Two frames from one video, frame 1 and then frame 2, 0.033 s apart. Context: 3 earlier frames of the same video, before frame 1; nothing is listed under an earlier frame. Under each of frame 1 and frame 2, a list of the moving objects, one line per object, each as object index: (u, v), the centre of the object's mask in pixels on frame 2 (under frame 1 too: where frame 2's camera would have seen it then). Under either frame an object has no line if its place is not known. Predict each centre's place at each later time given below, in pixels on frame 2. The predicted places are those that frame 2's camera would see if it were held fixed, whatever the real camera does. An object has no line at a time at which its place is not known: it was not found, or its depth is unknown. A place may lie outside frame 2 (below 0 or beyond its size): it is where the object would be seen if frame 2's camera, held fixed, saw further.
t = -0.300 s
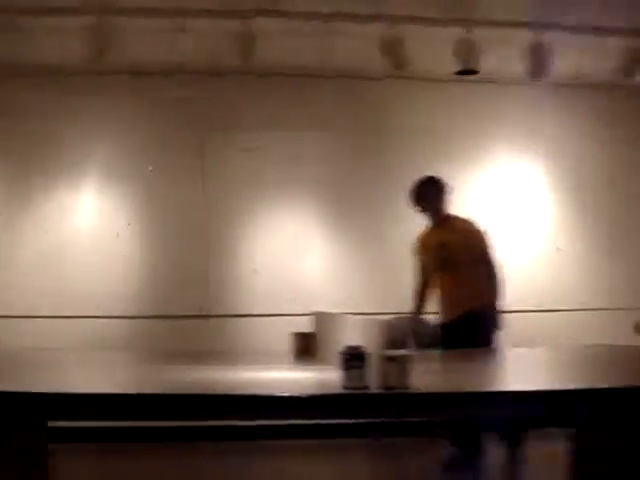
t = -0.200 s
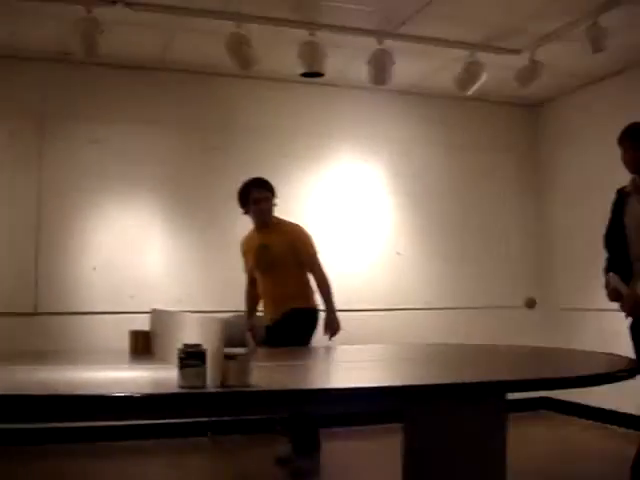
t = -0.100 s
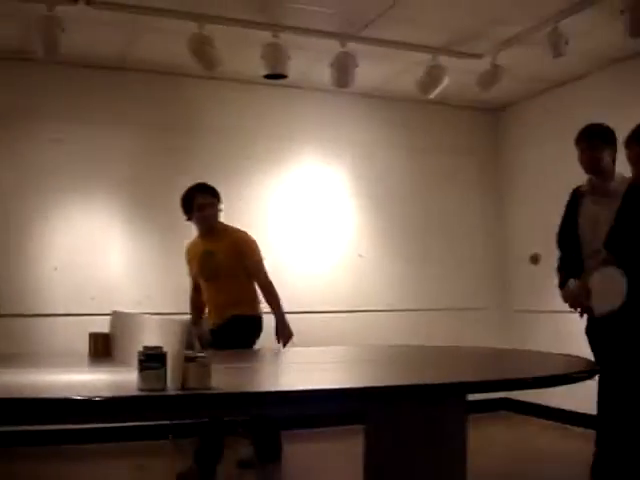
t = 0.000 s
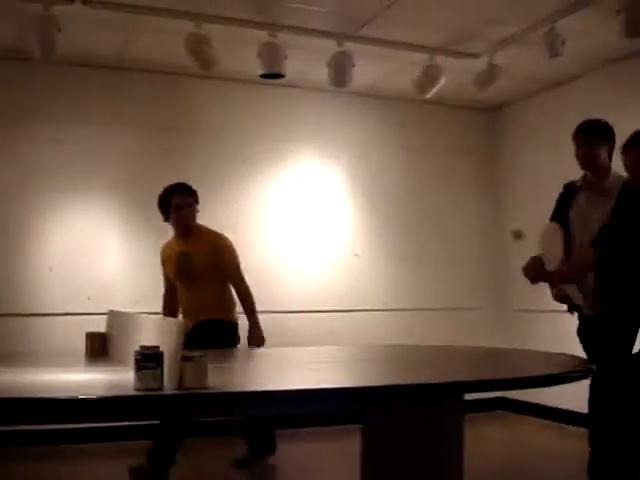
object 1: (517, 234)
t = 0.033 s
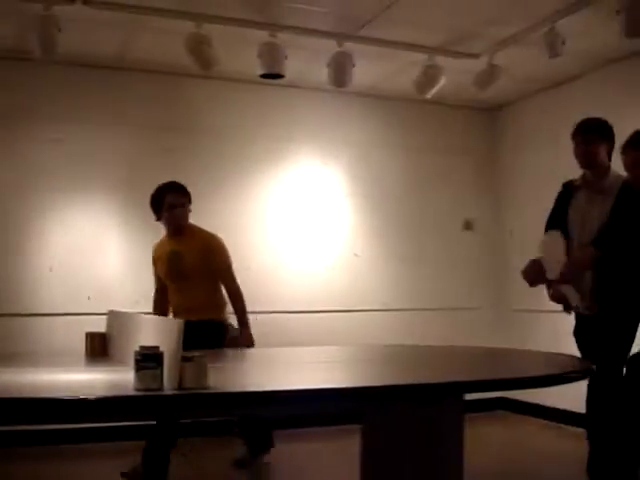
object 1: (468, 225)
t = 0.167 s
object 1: (262, 221)
